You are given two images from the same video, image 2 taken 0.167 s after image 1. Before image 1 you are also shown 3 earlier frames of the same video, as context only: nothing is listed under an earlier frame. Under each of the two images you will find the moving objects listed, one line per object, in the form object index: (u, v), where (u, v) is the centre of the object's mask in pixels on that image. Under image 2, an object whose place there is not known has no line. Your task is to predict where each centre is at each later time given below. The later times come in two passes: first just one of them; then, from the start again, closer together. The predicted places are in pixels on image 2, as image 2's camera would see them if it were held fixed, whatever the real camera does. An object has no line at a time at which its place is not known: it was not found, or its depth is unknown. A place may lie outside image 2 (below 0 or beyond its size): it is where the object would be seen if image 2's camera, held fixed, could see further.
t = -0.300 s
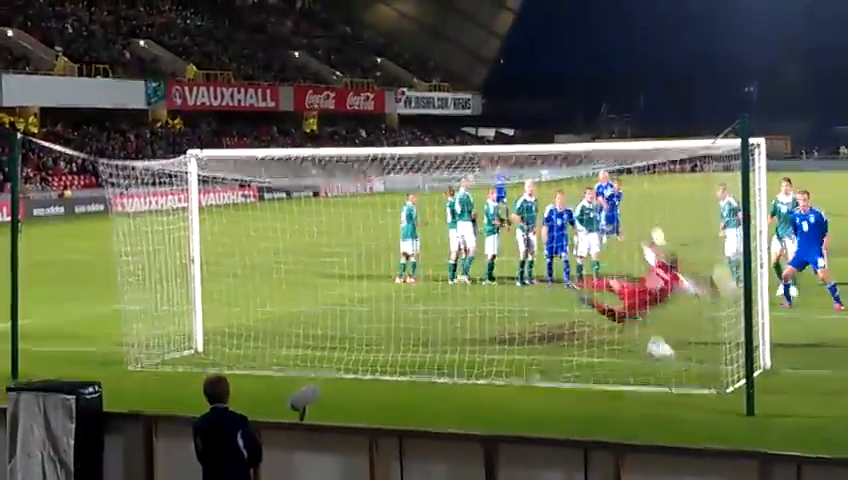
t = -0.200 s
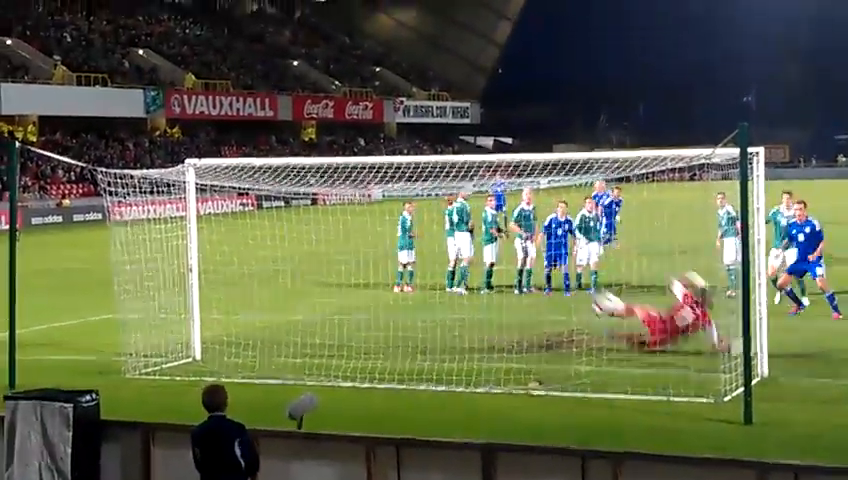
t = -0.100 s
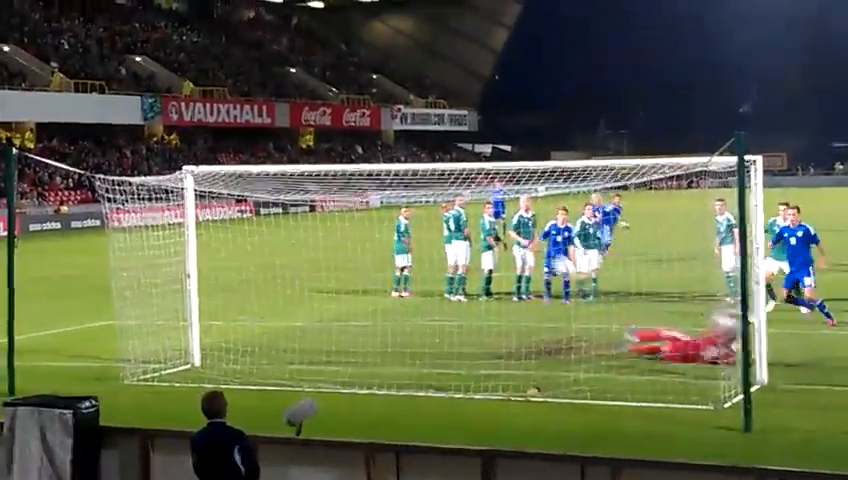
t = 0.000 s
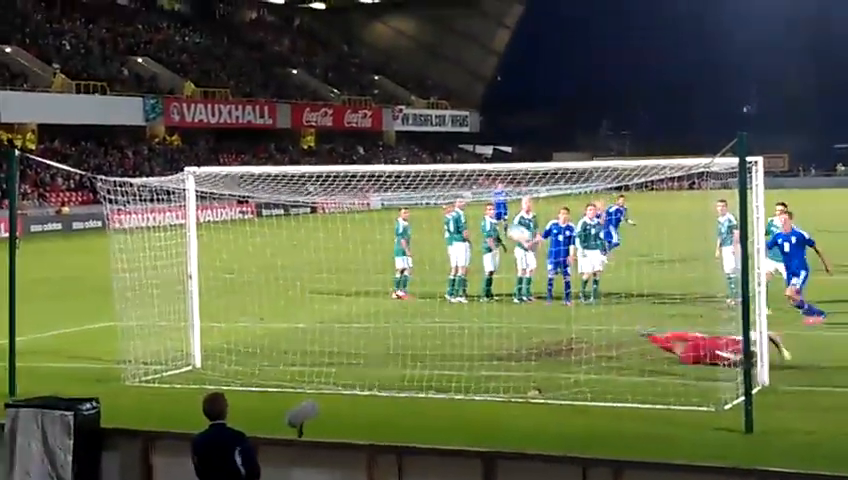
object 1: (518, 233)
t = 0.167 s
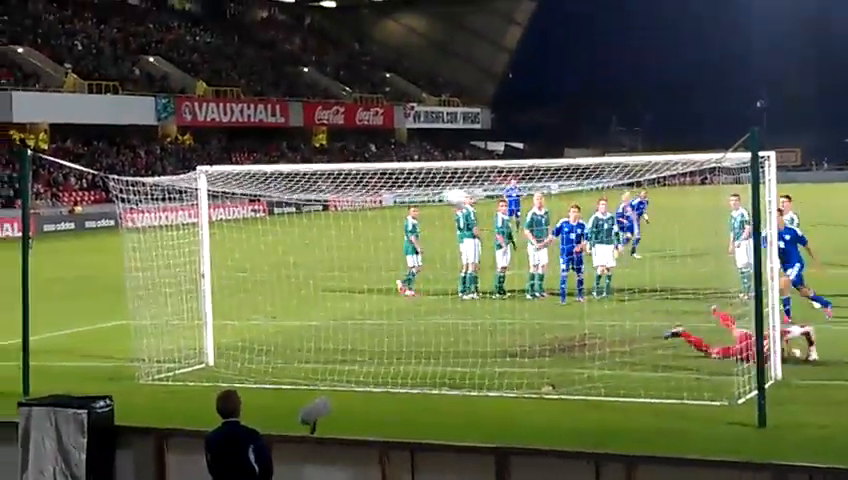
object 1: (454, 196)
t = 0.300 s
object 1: (401, 194)
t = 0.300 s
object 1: (401, 194)
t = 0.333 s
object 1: (388, 198)
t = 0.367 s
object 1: (377, 201)
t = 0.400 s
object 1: (363, 207)
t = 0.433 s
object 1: (351, 212)
